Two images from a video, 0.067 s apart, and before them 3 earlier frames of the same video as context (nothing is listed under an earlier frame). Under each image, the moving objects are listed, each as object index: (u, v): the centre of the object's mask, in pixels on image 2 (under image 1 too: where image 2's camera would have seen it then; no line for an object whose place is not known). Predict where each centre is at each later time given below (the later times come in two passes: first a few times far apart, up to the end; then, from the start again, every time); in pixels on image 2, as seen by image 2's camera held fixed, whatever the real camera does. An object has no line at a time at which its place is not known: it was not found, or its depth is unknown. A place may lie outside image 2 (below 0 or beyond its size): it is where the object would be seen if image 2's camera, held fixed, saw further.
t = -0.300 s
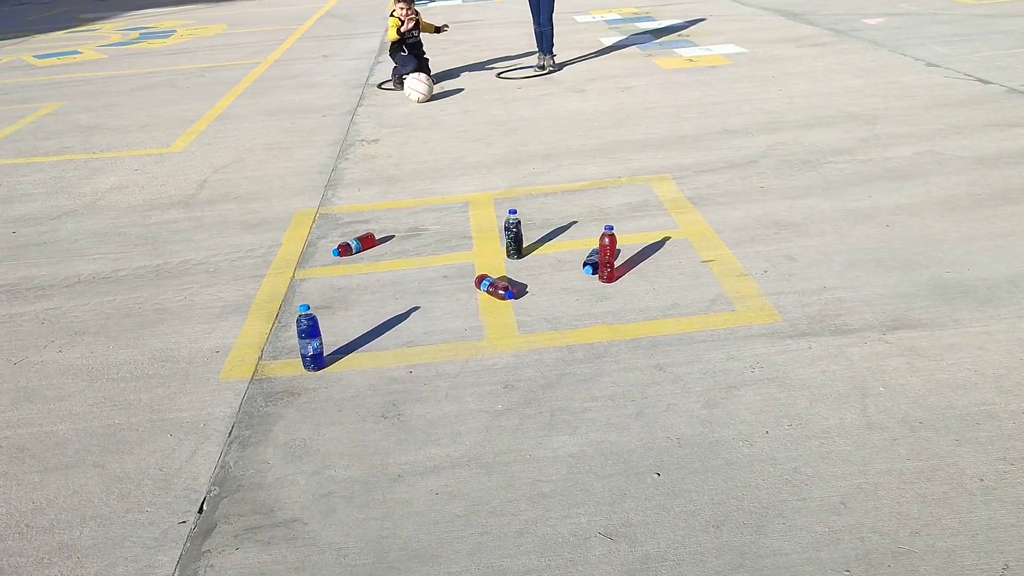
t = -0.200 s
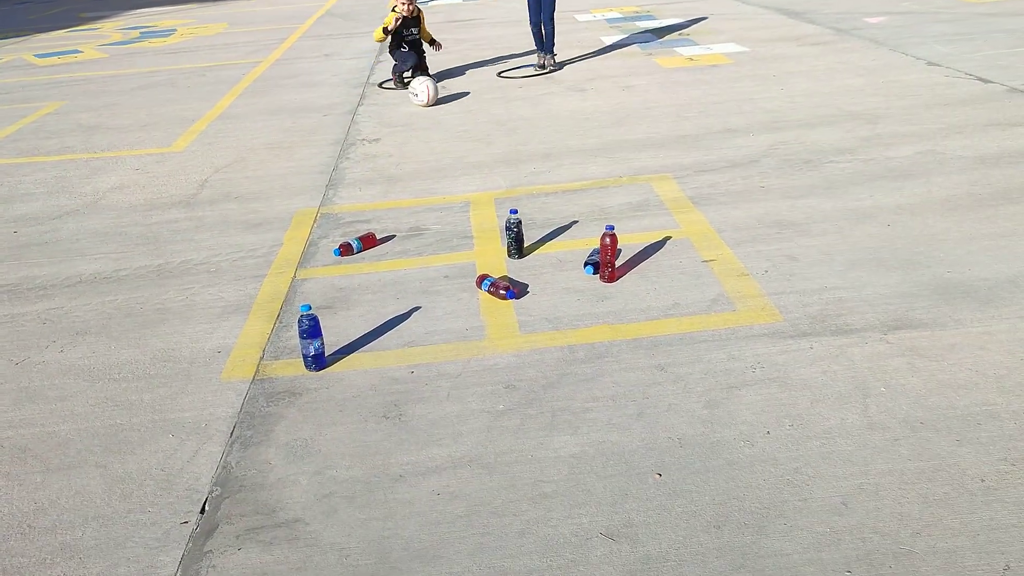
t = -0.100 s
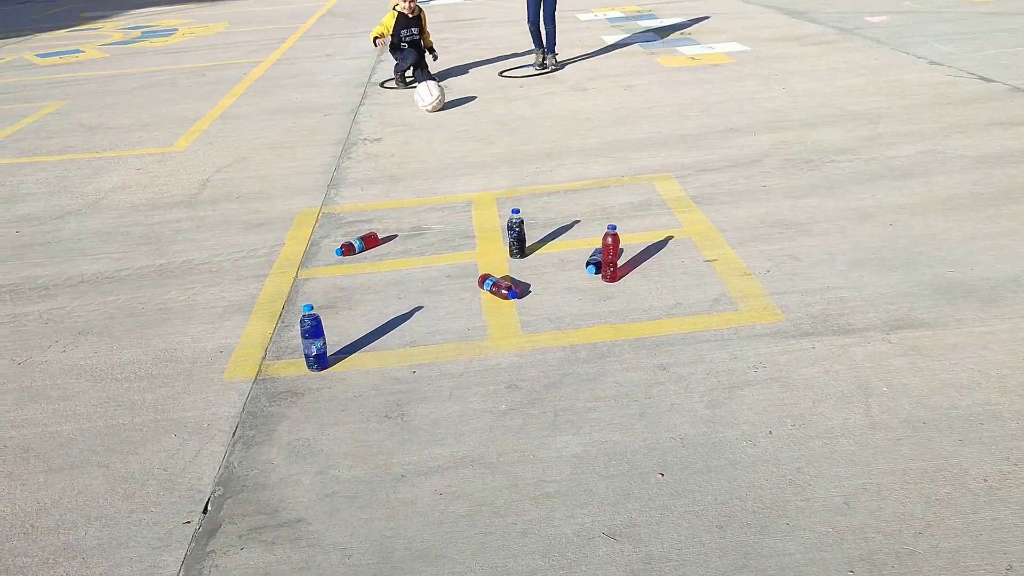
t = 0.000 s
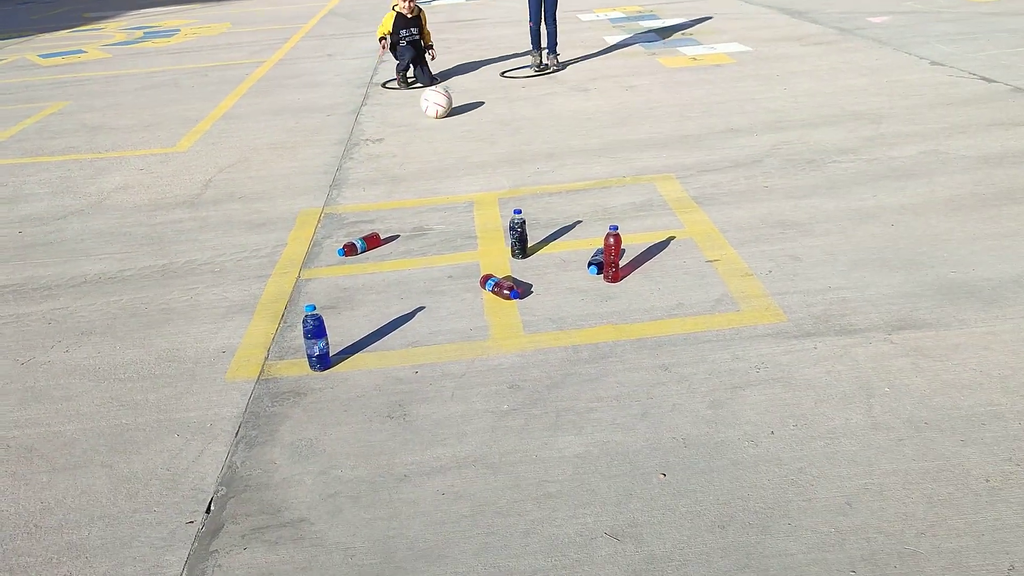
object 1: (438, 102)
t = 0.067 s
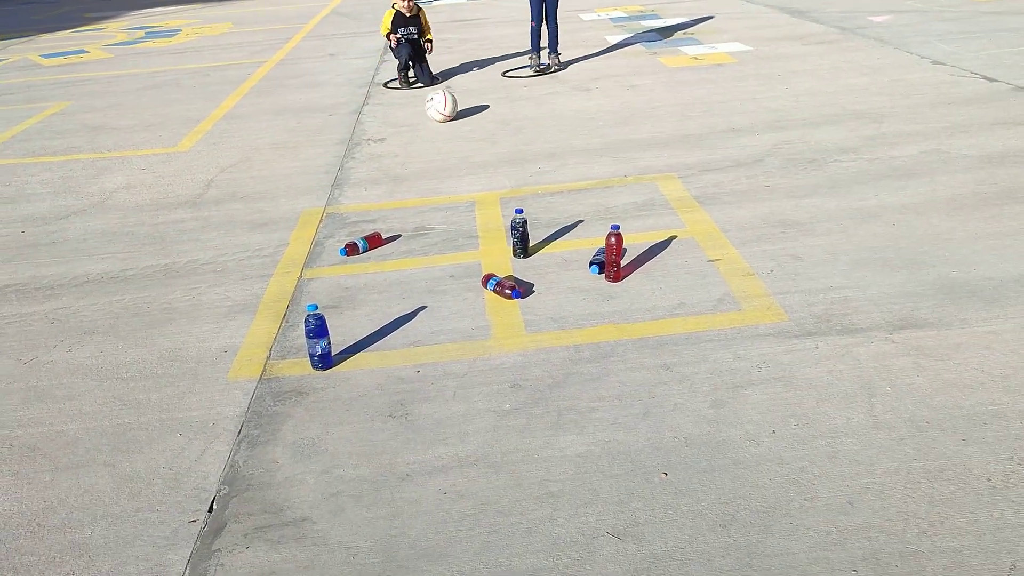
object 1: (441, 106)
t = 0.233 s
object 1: (450, 115)
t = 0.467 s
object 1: (465, 130)
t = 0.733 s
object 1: (483, 151)
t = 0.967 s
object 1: (503, 171)
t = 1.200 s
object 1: (526, 194)
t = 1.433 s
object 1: (556, 225)
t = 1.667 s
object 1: (571, 247)
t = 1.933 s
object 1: (571, 297)
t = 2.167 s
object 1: (572, 347)
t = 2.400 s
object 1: (578, 407)
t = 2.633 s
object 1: (592, 484)
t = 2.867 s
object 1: (615, 564)
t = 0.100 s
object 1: (443, 107)
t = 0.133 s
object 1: (445, 109)
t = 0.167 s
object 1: (447, 111)
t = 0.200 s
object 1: (448, 112)
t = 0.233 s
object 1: (450, 115)
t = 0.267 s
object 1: (452, 117)
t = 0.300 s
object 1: (454, 119)
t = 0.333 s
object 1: (456, 120)
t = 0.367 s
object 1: (458, 123)
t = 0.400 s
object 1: (460, 126)
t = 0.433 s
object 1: (462, 128)
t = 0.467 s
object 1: (465, 130)
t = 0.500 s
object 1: (466, 132)
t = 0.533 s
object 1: (469, 135)
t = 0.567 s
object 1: (471, 138)
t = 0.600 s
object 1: (474, 141)
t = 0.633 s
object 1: (476, 143)
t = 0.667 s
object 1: (479, 145)
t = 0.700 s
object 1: (481, 148)
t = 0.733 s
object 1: (483, 151)
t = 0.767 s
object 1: (486, 153)
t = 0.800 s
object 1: (489, 156)
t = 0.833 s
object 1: (491, 158)
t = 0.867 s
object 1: (494, 162)
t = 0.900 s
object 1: (497, 165)
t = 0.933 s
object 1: (500, 168)
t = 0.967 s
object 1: (503, 171)
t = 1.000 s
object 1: (507, 174)
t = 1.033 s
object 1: (510, 178)
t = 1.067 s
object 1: (513, 181)
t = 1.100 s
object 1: (516, 185)
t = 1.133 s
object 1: (519, 188)
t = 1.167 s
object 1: (522, 191)
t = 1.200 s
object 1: (526, 194)
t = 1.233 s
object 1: (530, 198)
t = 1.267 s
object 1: (535, 202)
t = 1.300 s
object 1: (540, 207)
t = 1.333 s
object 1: (544, 211)
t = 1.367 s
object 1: (548, 215)
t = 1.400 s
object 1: (552, 221)
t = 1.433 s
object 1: (556, 225)
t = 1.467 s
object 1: (560, 229)
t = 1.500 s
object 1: (565, 234)
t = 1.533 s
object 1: (570, 239)
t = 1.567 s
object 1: (573, 241)
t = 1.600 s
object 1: (572, 240)
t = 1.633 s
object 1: (572, 242)
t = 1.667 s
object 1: (571, 247)
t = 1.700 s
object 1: (571, 256)
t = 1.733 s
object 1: (571, 268)
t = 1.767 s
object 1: (571, 270)
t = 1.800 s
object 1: (571, 272)
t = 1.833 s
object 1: (571, 278)
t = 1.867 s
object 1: (571, 286)
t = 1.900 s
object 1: (571, 295)
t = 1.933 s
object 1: (571, 297)
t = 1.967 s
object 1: (570, 303)
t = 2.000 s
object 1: (571, 312)
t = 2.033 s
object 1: (571, 319)
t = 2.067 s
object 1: (571, 325)
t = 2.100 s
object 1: (571, 334)
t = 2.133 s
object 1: (572, 340)
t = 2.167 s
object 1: (572, 347)
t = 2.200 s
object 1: (573, 356)
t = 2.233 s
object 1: (573, 363)
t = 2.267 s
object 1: (574, 372)
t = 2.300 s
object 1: (575, 381)
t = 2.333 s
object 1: (576, 389)
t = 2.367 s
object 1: (577, 398)
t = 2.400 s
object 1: (578, 407)
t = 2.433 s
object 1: (579, 417)
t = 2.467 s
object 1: (581, 427)
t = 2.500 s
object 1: (583, 438)
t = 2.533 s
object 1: (585, 449)
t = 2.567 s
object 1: (587, 461)
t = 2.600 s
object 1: (590, 472)
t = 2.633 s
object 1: (592, 484)
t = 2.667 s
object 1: (595, 497)
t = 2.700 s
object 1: (598, 511)
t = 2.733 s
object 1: (601, 524)
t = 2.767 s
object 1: (604, 538)
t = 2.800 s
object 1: (608, 549)
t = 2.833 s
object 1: (611, 556)
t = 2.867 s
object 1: (615, 564)
